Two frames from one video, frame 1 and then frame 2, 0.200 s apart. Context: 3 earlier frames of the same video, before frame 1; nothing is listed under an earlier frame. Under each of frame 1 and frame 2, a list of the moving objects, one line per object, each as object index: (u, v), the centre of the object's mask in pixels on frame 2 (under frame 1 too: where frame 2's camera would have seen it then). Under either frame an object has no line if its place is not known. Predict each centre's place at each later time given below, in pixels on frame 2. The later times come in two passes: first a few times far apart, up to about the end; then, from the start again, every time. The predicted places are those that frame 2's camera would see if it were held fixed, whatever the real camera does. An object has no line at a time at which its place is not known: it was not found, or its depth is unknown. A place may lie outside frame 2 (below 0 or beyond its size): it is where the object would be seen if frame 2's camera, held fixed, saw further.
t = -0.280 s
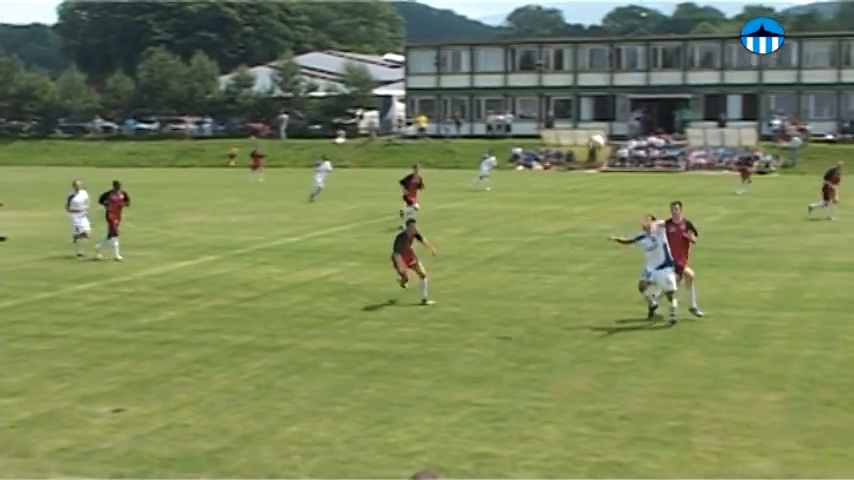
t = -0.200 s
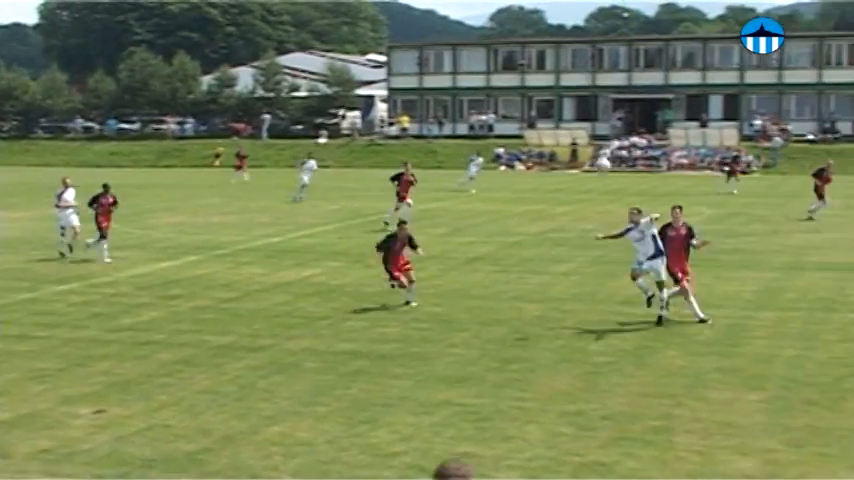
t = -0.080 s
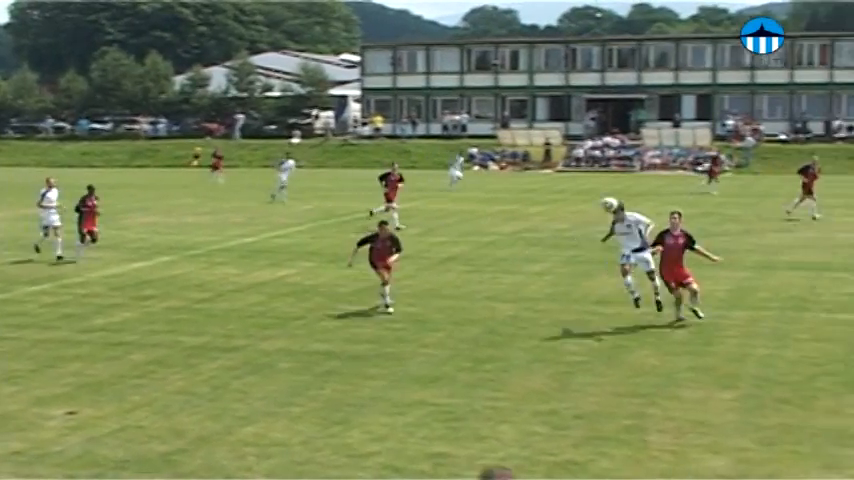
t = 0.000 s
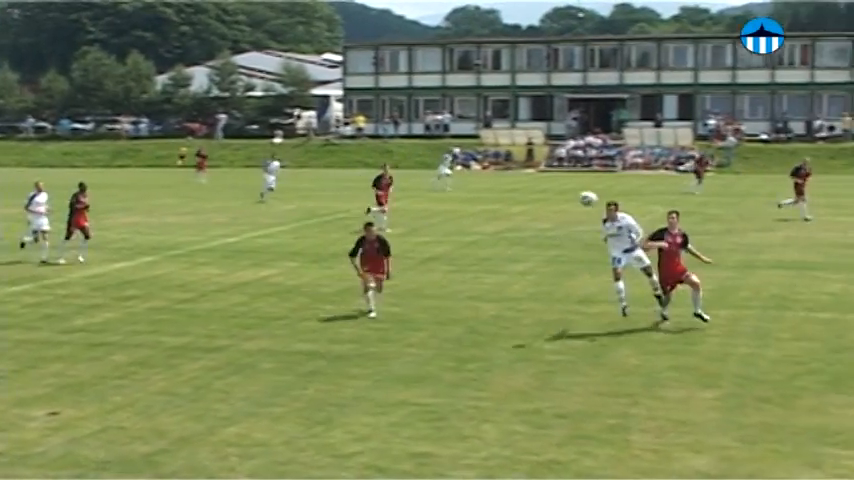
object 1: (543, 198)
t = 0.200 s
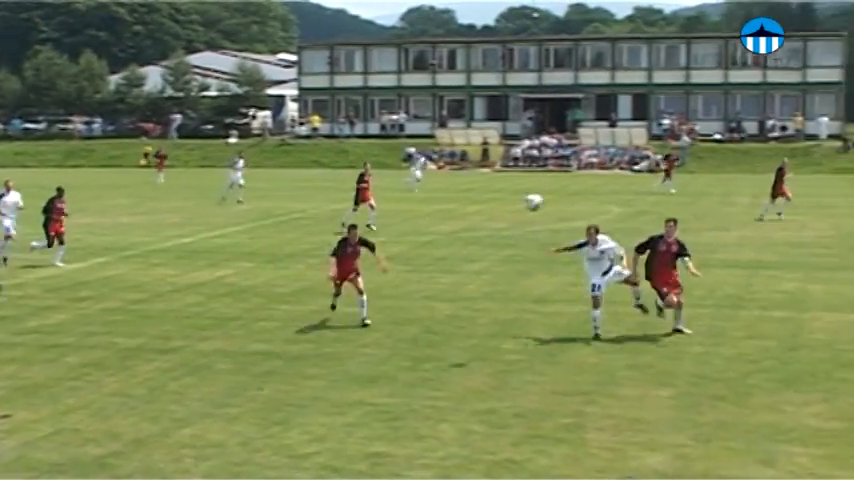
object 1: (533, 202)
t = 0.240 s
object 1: (531, 206)
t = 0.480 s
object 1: (520, 265)
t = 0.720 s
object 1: (508, 389)
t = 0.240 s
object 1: (531, 206)
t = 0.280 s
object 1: (529, 212)
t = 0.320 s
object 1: (527, 220)
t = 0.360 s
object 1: (526, 229)
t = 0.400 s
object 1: (524, 240)
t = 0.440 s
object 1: (522, 252)
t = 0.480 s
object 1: (520, 265)
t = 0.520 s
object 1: (518, 282)
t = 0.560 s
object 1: (516, 300)
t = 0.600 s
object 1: (515, 319)
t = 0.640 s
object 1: (514, 340)
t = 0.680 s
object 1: (510, 364)
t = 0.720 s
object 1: (508, 389)
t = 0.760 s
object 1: (507, 416)
